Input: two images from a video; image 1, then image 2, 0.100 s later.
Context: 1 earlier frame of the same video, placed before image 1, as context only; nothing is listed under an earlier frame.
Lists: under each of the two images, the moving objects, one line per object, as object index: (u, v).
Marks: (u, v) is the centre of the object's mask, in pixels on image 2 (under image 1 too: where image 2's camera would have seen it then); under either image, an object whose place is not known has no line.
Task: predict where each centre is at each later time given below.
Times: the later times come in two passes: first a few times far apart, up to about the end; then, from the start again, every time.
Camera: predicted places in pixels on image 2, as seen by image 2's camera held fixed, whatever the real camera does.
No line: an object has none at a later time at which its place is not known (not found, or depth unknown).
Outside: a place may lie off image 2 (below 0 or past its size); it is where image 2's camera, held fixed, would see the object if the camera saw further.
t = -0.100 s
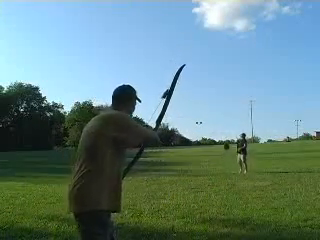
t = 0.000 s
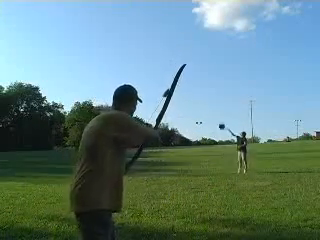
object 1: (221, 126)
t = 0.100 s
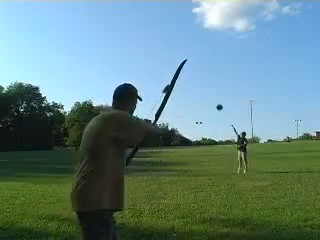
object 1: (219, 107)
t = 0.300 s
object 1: (215, 76)
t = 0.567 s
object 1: (210, 49)
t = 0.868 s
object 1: (204, 35)
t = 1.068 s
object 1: (200, 37)
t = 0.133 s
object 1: (219, 101)
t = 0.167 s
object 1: (218, 95)
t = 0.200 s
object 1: (217, 90)
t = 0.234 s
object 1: (216, 85)
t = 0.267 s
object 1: (215, 80)
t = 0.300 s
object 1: (215, 76)
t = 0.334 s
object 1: (214, 71)
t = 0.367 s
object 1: (214, 68)
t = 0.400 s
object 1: (213, 64)
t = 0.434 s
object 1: (212, 60)
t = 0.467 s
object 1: (212, 57)
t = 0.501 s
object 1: (211, 54)
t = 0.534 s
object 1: (210, 51)
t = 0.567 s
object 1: (210, 49)
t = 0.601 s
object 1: (209, 46)
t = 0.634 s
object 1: (208, 44)
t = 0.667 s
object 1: (207, 42)
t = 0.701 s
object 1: (207, 41)
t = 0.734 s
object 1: (206, 39)
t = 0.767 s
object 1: (205, 38)
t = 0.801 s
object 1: (205, 37)
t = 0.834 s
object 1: (204, 36)
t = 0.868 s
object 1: (204, 35)
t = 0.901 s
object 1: (203, 35)
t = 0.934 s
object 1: (202, 35)
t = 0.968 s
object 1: (202, 35)
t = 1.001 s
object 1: (201, 35)
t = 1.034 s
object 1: (200, 36)
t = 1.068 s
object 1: (200, 37)
